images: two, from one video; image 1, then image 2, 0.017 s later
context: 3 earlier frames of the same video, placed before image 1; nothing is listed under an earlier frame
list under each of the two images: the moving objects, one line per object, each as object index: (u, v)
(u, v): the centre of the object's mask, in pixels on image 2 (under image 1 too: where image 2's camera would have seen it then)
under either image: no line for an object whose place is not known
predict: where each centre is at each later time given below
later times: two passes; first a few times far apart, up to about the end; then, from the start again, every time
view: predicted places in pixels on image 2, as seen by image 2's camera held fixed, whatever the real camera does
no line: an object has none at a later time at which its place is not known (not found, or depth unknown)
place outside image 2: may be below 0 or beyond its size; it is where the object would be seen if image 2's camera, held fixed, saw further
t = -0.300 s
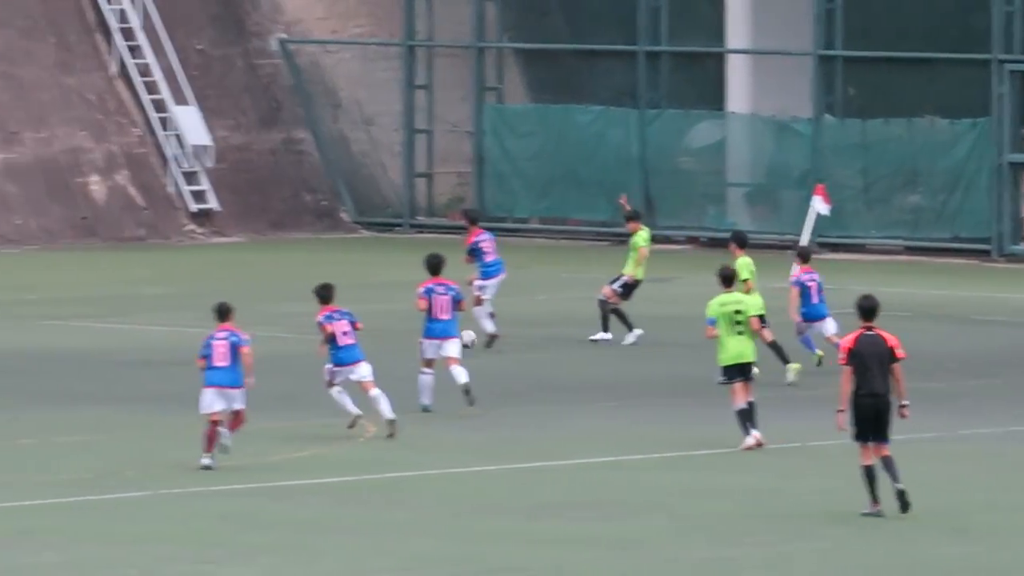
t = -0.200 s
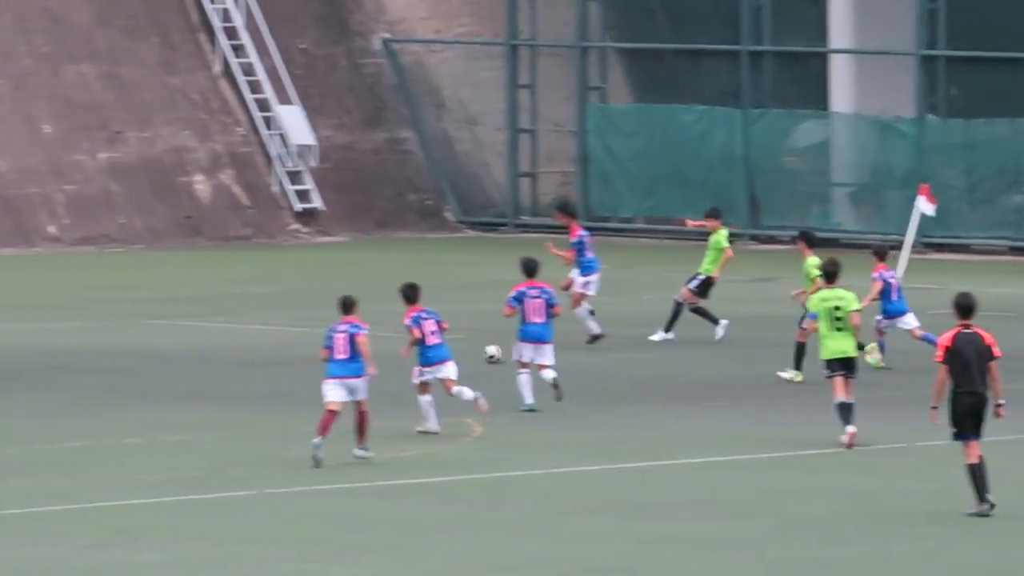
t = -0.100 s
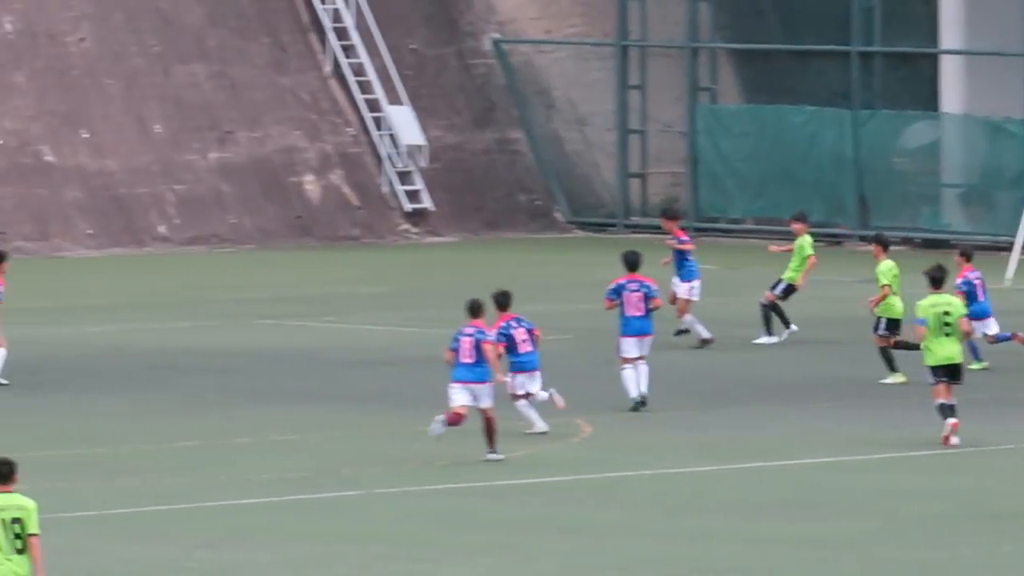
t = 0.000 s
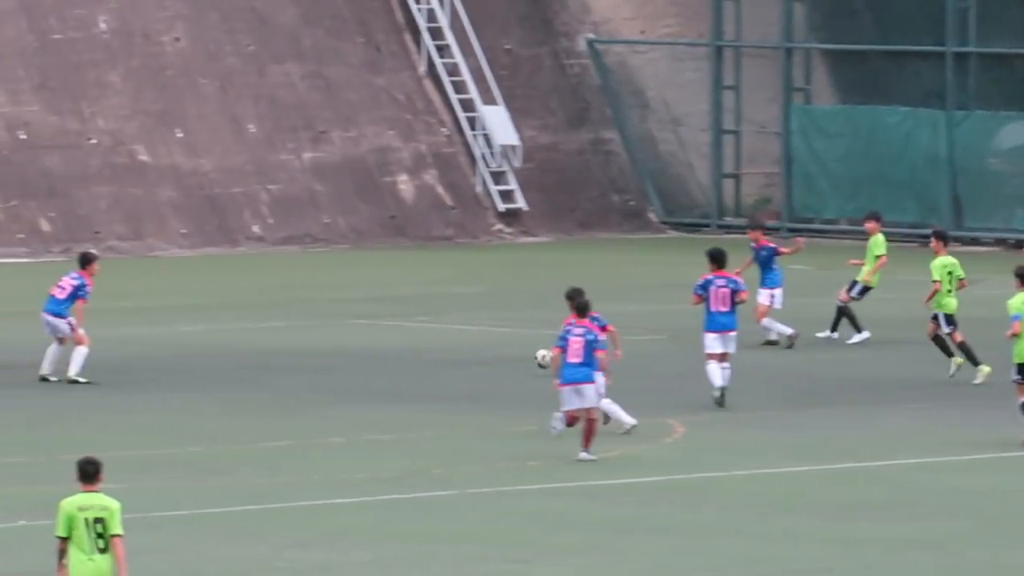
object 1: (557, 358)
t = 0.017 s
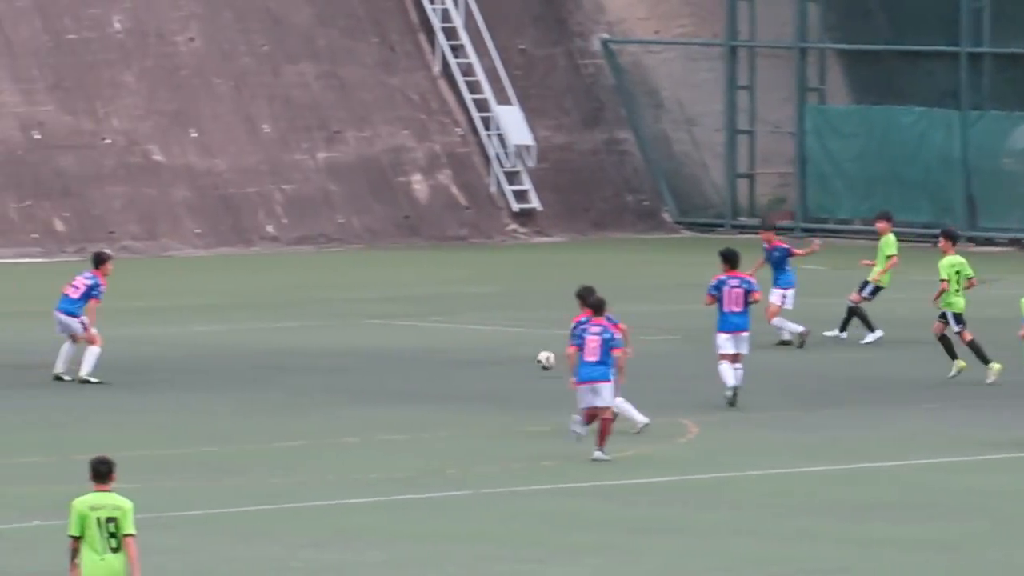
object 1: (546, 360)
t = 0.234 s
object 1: (396, 368)
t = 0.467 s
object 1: (243, 392)
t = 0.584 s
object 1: (173, 391)
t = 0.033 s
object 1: (533, 362)
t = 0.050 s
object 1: (521, 365)
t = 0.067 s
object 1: (508, 368)
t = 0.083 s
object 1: (498, 371)
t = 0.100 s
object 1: (486, 373)
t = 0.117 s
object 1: (474, 371)
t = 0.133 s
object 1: (464, 370)
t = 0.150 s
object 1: (452, 369)
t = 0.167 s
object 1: (441, 369)
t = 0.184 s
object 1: (430, 368)
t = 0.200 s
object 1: (419, 367)
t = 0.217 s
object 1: (407, 367)
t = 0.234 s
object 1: (396, 368)
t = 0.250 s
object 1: (386, 369)
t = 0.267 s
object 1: (375, 369)
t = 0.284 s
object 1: (363, 370)
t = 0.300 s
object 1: (352, 371)
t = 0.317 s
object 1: (341, 373)
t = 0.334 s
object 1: (330, 375)
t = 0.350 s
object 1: (319, 377)
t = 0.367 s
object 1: (307, 379)
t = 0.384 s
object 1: (296, 382)
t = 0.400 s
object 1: (285, 385)
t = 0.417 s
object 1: (274, 388)
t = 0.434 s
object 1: (263, 393)
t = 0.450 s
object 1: (253, 394)
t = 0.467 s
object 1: (243, 392)
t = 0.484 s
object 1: (233, 391)
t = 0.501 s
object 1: (224, 390)
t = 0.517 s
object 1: (213, 390)
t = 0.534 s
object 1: (203, 390)
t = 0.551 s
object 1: (193, 390)
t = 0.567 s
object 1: (182, 390)
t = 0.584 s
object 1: (173, 391)
